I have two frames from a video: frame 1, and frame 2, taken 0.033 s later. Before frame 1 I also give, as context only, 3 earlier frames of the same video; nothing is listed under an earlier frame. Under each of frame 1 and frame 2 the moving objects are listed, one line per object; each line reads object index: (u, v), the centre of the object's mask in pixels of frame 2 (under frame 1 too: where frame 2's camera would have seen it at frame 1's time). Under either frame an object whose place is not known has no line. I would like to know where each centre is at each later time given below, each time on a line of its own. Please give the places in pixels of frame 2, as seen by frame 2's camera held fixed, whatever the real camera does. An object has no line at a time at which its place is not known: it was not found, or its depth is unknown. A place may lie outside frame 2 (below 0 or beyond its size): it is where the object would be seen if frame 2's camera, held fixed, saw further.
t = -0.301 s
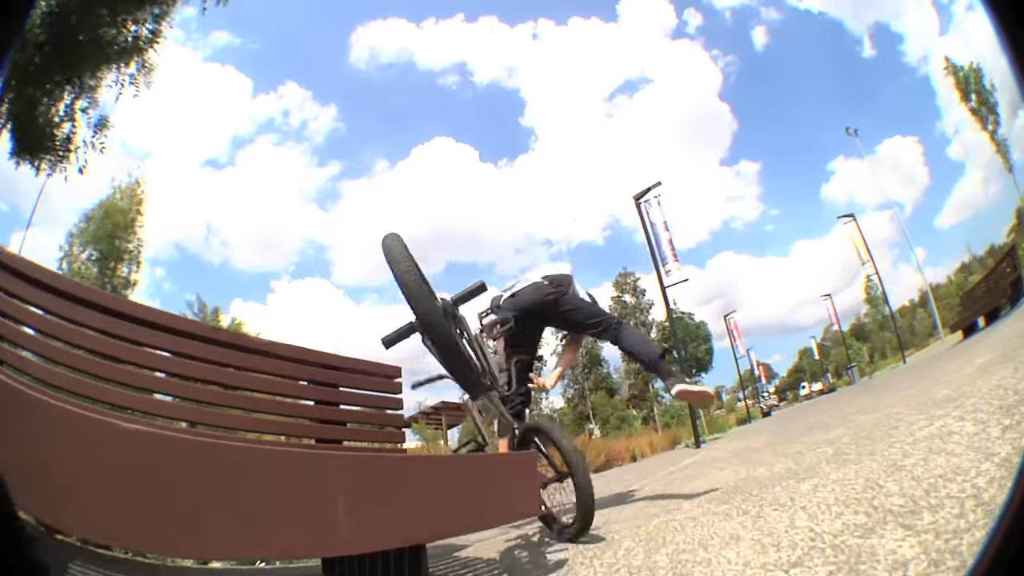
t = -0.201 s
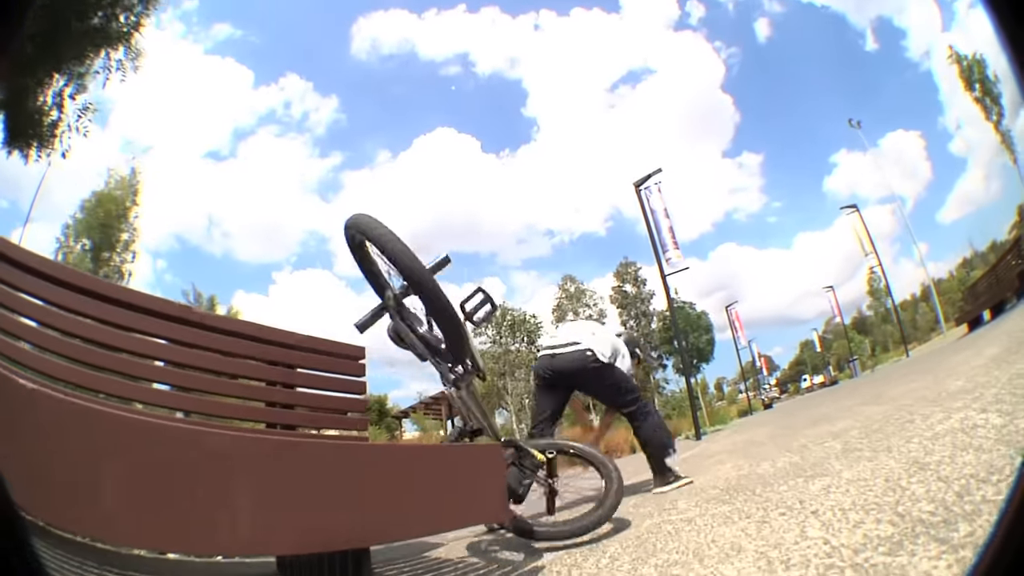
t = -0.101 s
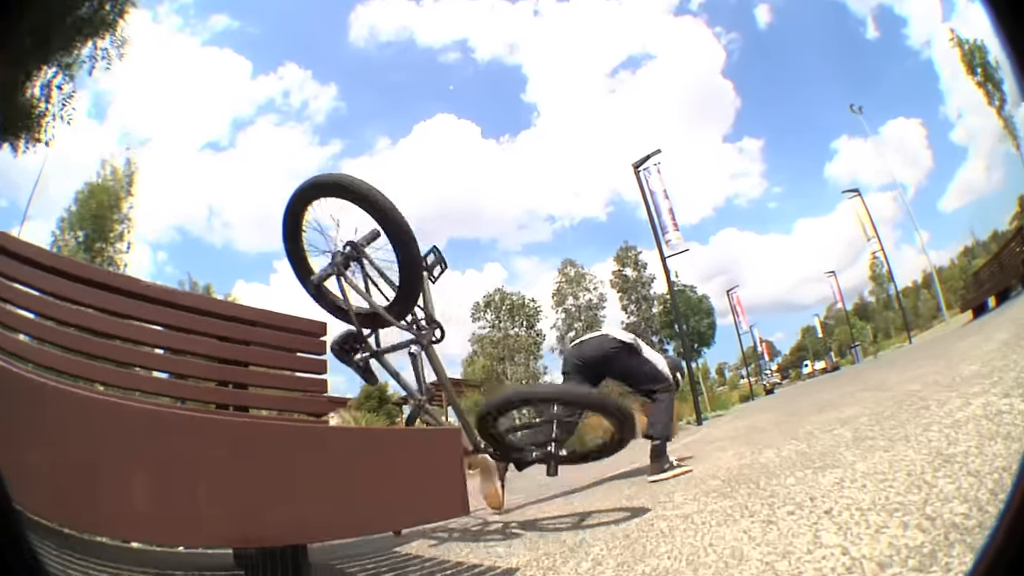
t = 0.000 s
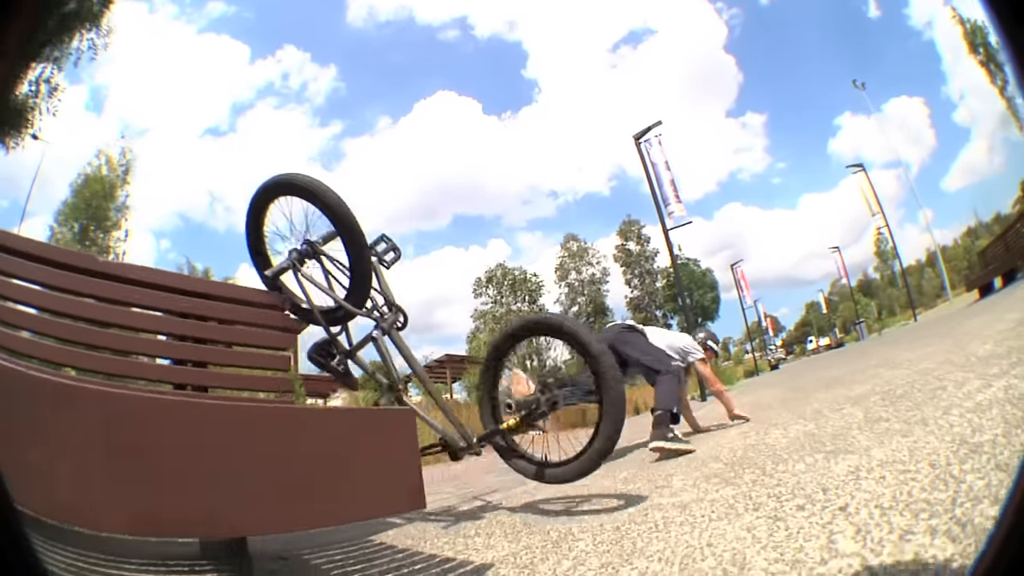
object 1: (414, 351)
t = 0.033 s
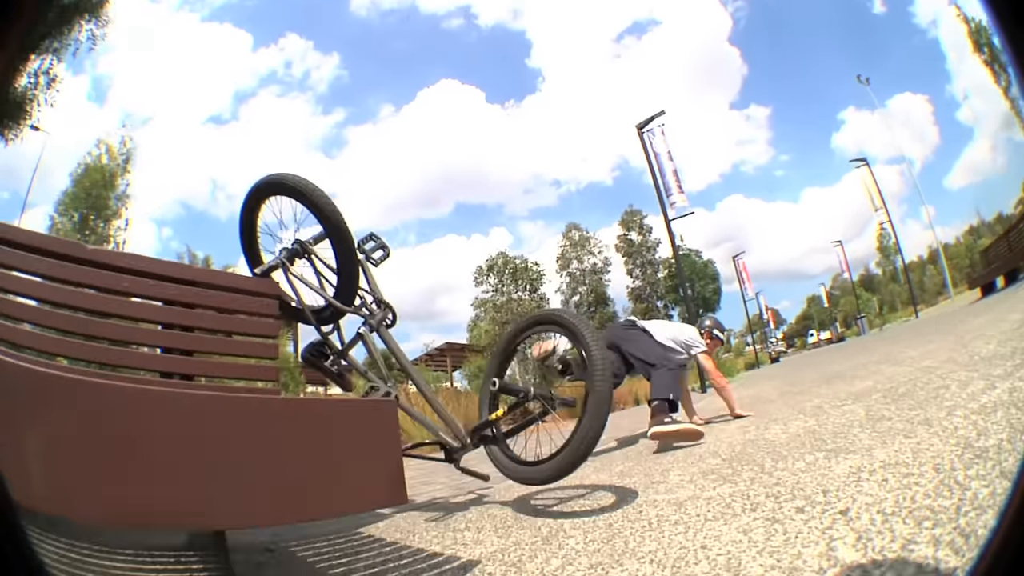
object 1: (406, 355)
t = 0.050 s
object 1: (405, 360)
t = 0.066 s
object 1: (403, 364)
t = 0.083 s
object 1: (400, 368)
